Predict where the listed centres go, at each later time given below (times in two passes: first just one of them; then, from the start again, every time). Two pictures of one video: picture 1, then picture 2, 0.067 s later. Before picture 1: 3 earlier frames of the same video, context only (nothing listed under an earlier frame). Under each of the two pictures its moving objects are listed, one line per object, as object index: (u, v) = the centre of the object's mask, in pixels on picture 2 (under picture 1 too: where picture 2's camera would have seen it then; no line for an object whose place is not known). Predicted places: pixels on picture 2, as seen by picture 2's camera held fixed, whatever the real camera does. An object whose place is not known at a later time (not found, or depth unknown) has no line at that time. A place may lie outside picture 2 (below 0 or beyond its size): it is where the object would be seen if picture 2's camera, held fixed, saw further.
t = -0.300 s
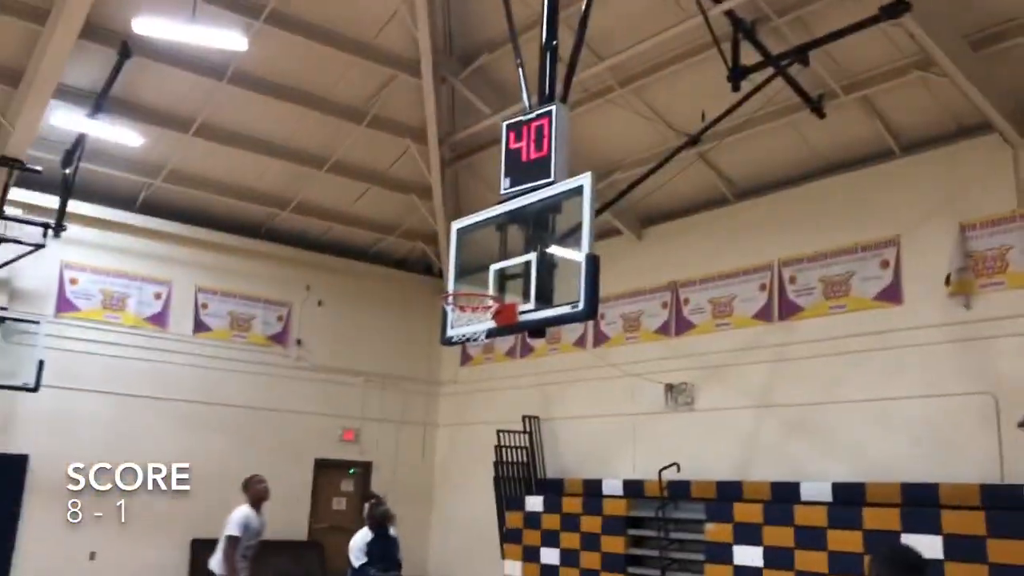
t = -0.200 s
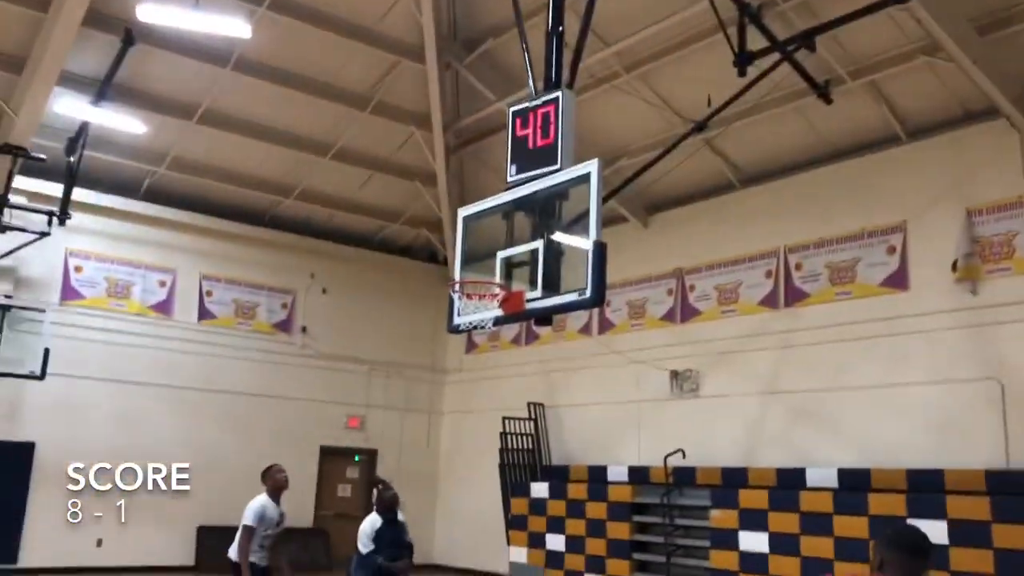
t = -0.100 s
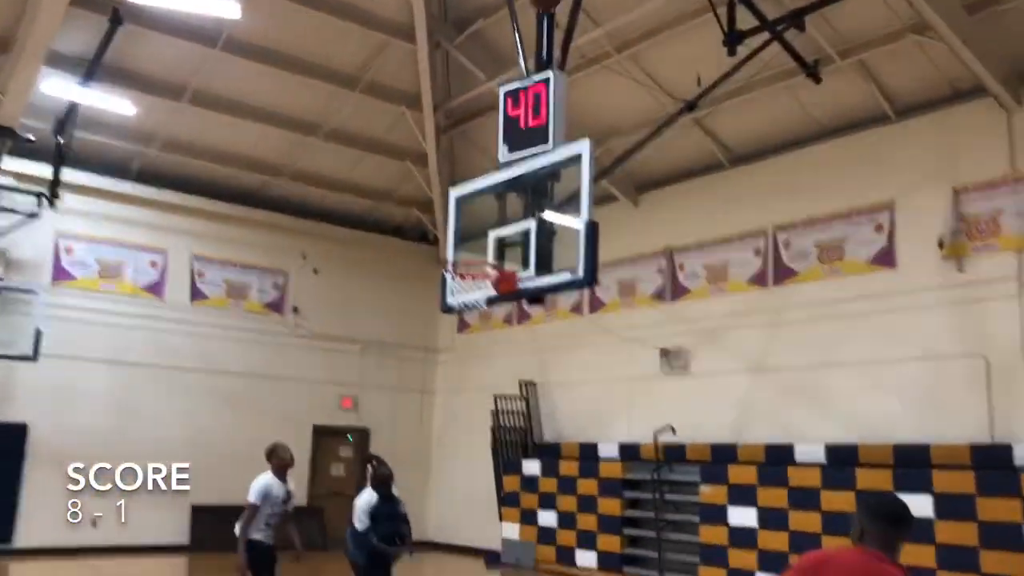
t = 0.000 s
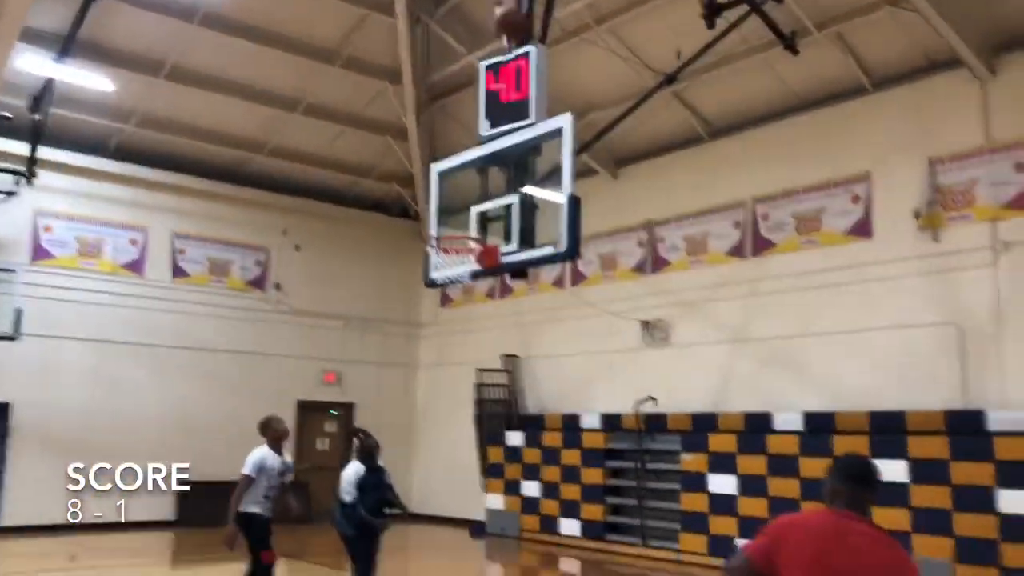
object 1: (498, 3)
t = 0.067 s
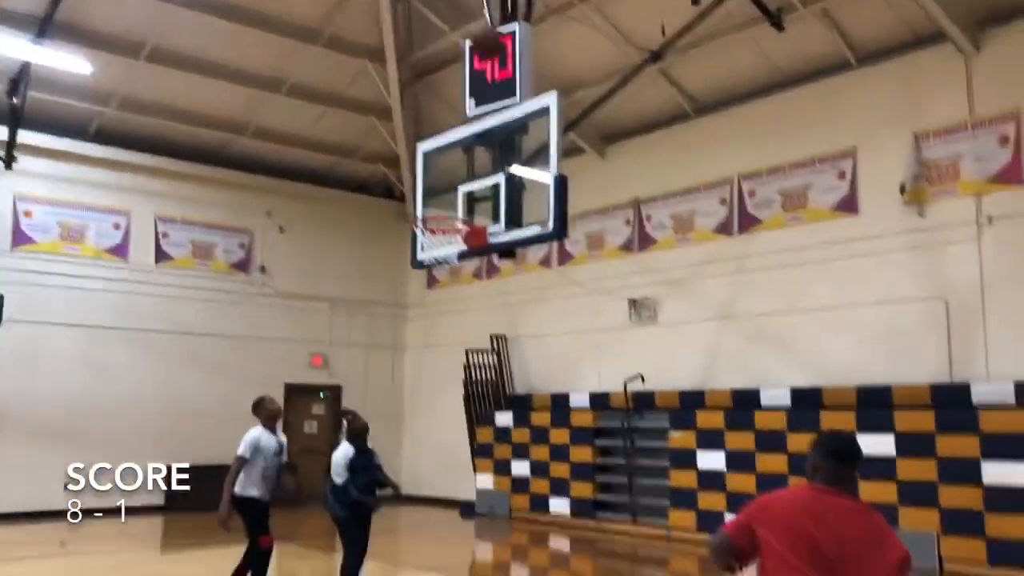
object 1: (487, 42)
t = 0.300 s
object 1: (464, 209)
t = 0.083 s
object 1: (489, 53)
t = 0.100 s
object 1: (481, 68)
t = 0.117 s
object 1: (481, 80)
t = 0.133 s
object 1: (479, 90)
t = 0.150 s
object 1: (477, 101)
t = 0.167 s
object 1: (475, 113)
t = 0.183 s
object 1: (475, 128)
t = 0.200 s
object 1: (472, 140)
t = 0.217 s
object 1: (470, 153)
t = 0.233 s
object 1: (469, 167)
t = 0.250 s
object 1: (466, 179)
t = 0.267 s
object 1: (465, 193)
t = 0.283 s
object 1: (464, 207)
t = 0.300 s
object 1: (464, 209)
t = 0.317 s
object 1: (460, 202)
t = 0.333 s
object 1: (459, 197)
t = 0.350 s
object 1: (457, 190)
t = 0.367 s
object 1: (453, 184)
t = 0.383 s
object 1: (451, 179)
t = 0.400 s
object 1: (451, 175)
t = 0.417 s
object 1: (449, 169)
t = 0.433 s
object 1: (447, 165)
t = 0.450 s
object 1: (445, 161)
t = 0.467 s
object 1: (443, 157)
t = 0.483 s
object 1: (440, 153)
